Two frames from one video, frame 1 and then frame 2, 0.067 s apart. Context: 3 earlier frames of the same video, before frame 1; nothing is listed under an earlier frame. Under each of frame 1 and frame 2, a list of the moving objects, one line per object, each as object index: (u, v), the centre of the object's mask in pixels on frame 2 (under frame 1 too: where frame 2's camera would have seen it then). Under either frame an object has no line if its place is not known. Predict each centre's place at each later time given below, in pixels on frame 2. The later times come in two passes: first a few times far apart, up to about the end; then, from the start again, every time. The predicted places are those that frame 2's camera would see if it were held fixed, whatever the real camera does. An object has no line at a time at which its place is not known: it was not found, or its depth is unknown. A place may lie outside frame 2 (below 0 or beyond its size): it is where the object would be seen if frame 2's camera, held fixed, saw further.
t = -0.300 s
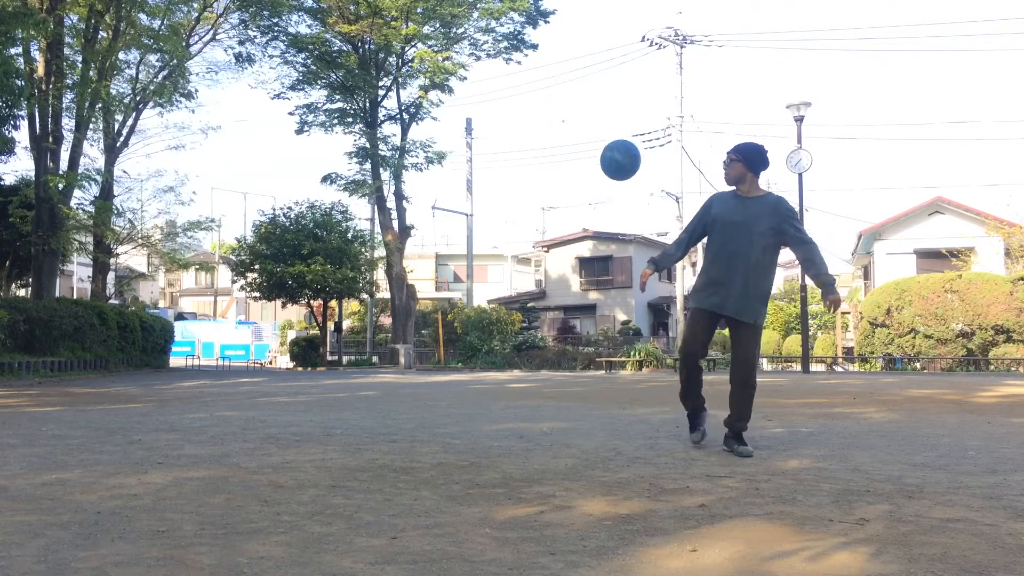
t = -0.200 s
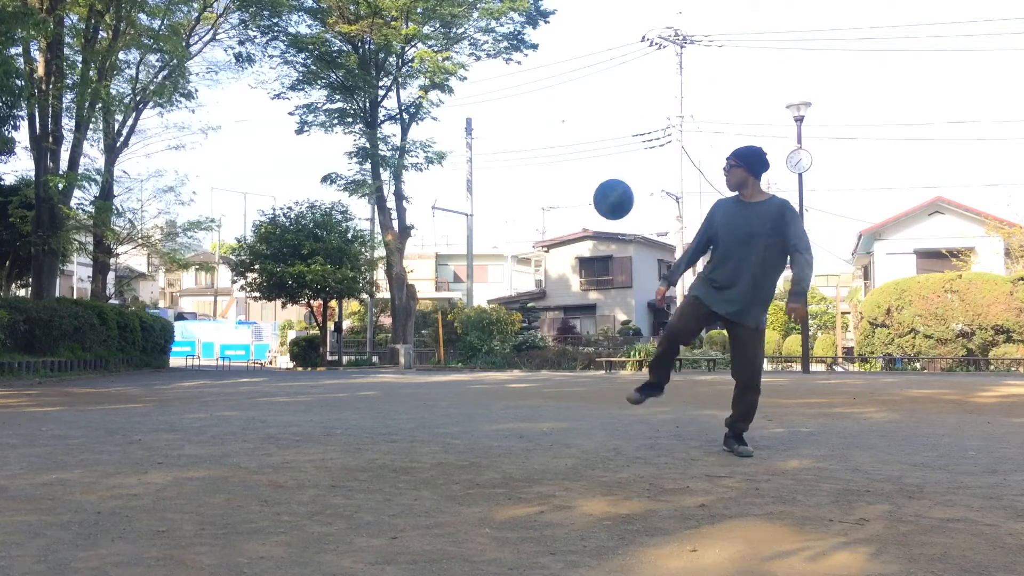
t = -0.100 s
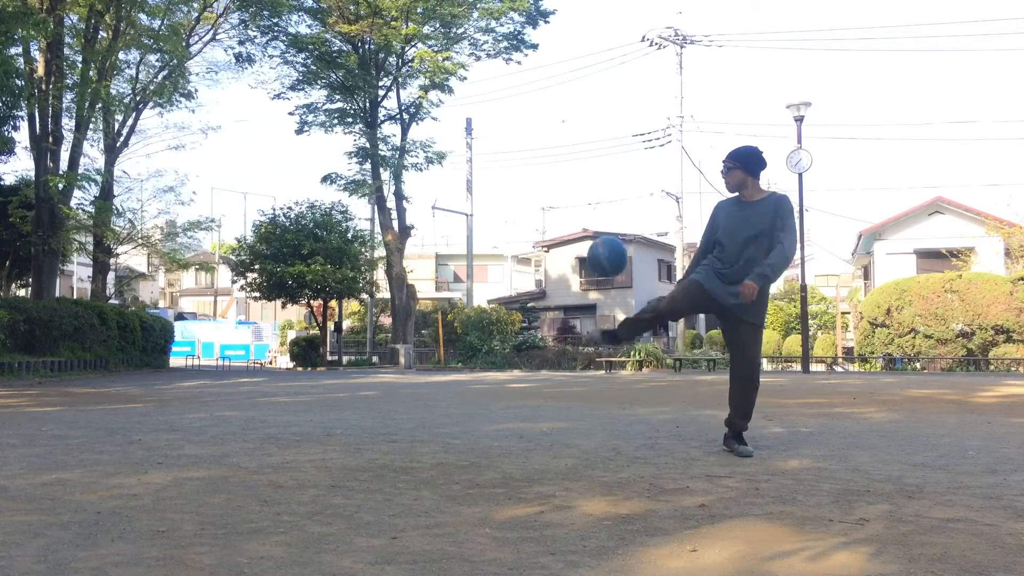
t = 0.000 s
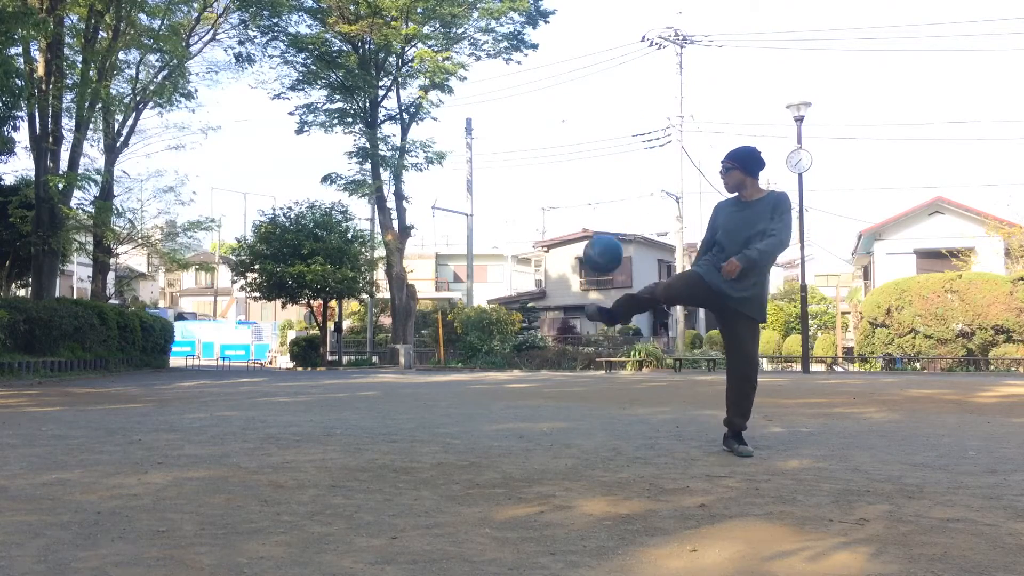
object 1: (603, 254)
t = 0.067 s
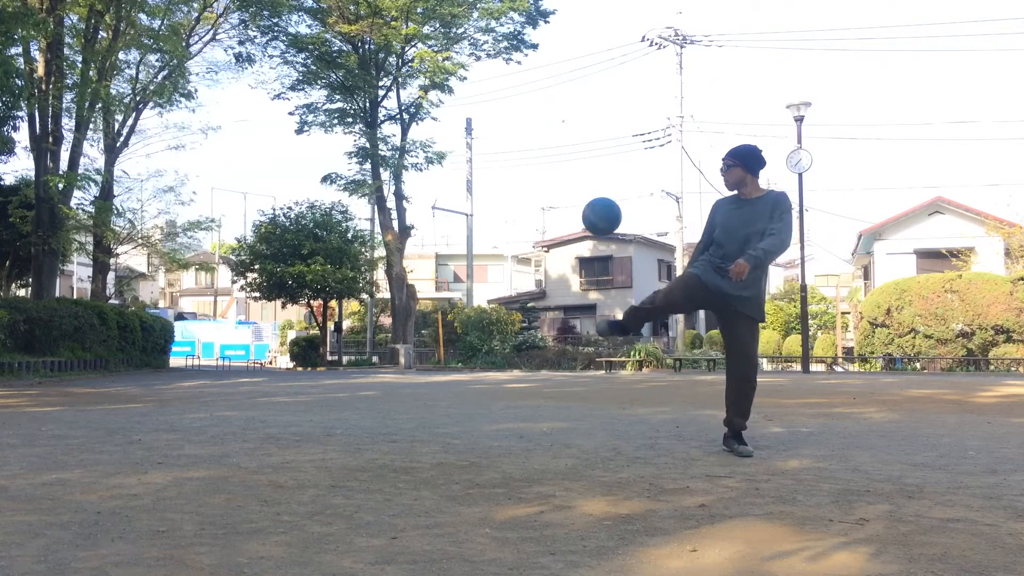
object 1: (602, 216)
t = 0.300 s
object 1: (598, 146)
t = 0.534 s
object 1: (595, 168)
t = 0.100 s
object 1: (601, 200)
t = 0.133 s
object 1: (600, 187)
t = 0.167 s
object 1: (600, 175)
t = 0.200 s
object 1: (599, 165)
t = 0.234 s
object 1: (599, 157)
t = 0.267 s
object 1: (598, 151)
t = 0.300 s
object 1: (598, 146)
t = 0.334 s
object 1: (598, 144)
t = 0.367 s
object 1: (597, 144)
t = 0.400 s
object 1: (597, 145)
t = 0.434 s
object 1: (596, 148)
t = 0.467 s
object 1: (596, 153)
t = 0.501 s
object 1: (596, 160)
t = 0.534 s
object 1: (595, 168)
